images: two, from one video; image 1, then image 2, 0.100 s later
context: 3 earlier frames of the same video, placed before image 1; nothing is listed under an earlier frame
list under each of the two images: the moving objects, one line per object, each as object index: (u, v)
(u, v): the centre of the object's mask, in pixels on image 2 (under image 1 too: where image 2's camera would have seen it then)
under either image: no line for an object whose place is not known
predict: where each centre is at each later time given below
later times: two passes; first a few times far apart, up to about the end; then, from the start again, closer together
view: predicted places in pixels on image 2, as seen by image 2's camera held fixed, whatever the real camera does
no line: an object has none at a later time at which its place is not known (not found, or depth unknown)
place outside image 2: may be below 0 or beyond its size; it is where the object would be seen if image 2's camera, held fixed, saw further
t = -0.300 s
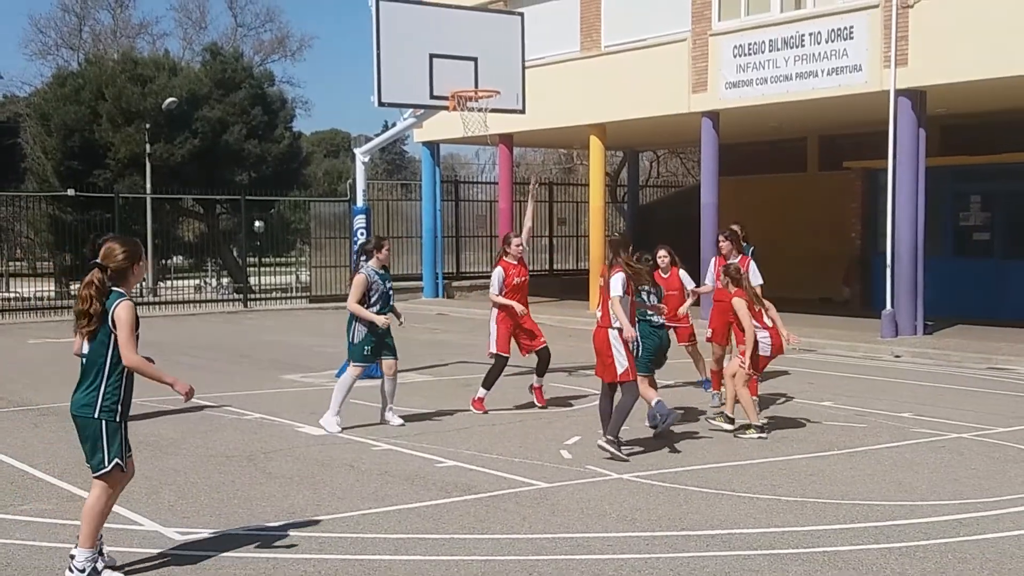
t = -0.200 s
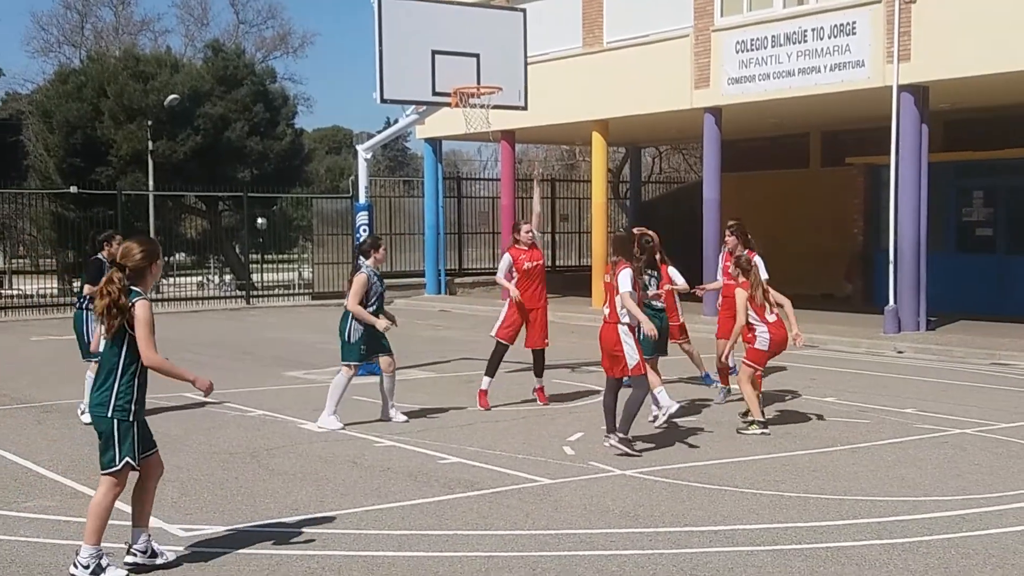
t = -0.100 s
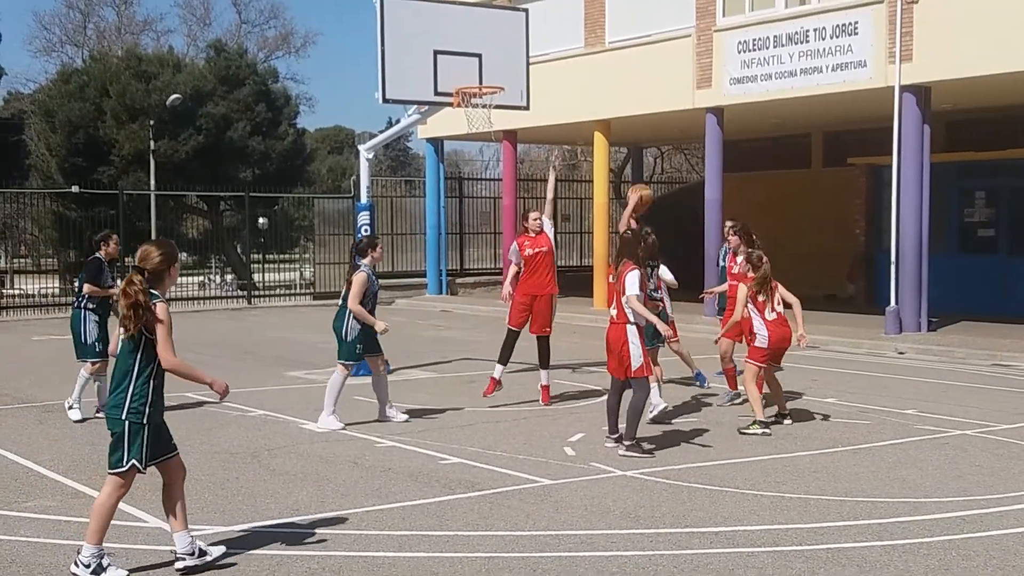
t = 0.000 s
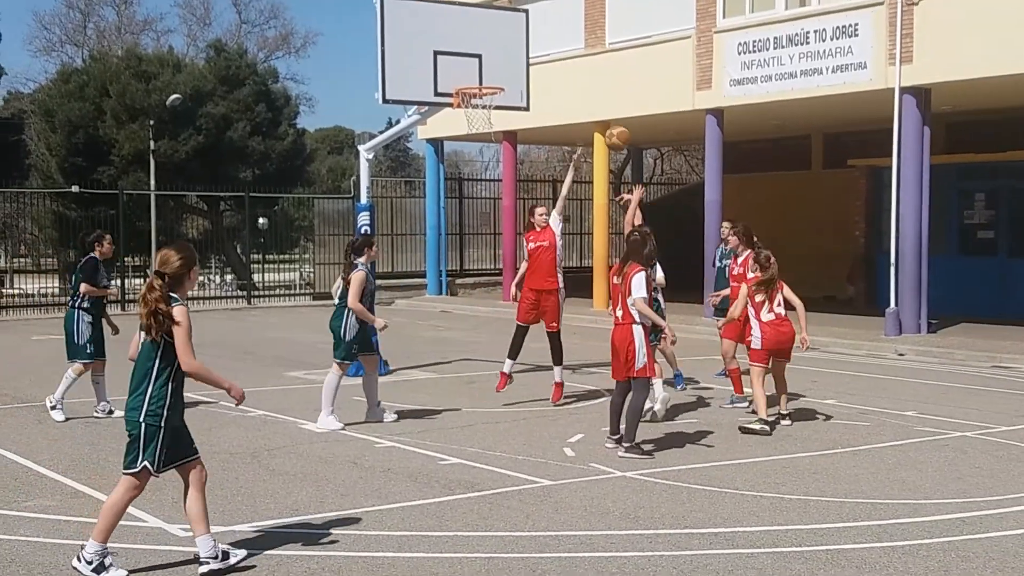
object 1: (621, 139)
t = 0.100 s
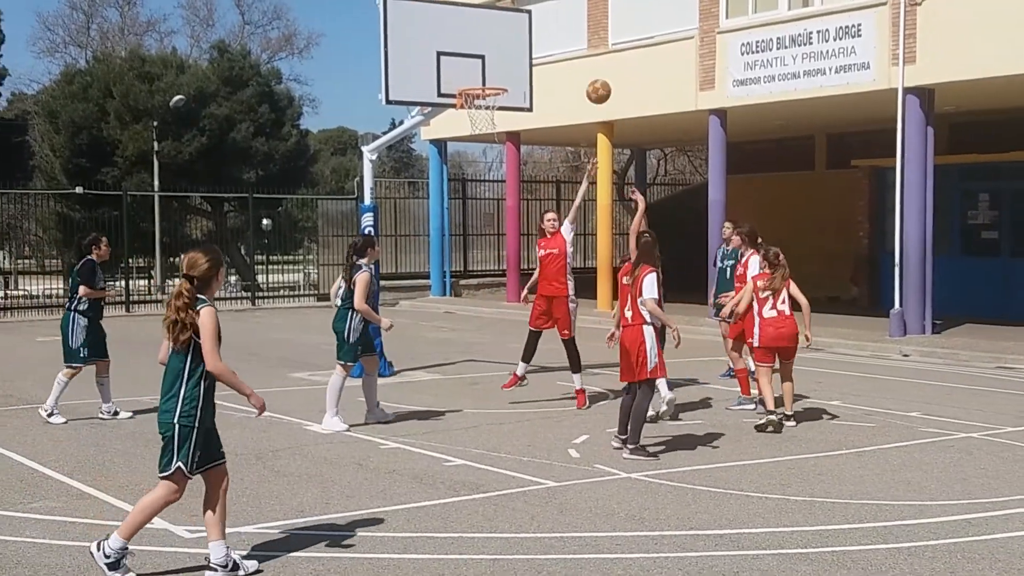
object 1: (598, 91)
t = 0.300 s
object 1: (556, 30)
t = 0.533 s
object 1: (512, 14)
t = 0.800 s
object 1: (479, 57)
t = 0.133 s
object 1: (591, 78)
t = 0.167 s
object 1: (584, 66)
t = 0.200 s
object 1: (578, 56)
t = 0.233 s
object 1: (571, 47)
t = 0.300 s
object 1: (556, 30)
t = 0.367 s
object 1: (544, 20)
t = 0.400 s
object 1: (538, 17)
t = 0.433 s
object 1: (531, 14)
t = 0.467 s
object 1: (525, 13)
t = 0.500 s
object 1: (519, 13)
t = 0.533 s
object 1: (512, 14)
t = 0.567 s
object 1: (506, 15)
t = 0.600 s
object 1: (501, 19)
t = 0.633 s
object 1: (495, 24)
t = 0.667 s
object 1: (489, 29)
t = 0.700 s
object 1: (483, 36)
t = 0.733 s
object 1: (477, 44)
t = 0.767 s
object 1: (476, 50)
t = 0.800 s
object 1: (479, 57)
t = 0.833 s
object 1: (482, 64)
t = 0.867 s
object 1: (486, 73)
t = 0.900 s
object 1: (490, 80)
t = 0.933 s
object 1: (493, 94)
